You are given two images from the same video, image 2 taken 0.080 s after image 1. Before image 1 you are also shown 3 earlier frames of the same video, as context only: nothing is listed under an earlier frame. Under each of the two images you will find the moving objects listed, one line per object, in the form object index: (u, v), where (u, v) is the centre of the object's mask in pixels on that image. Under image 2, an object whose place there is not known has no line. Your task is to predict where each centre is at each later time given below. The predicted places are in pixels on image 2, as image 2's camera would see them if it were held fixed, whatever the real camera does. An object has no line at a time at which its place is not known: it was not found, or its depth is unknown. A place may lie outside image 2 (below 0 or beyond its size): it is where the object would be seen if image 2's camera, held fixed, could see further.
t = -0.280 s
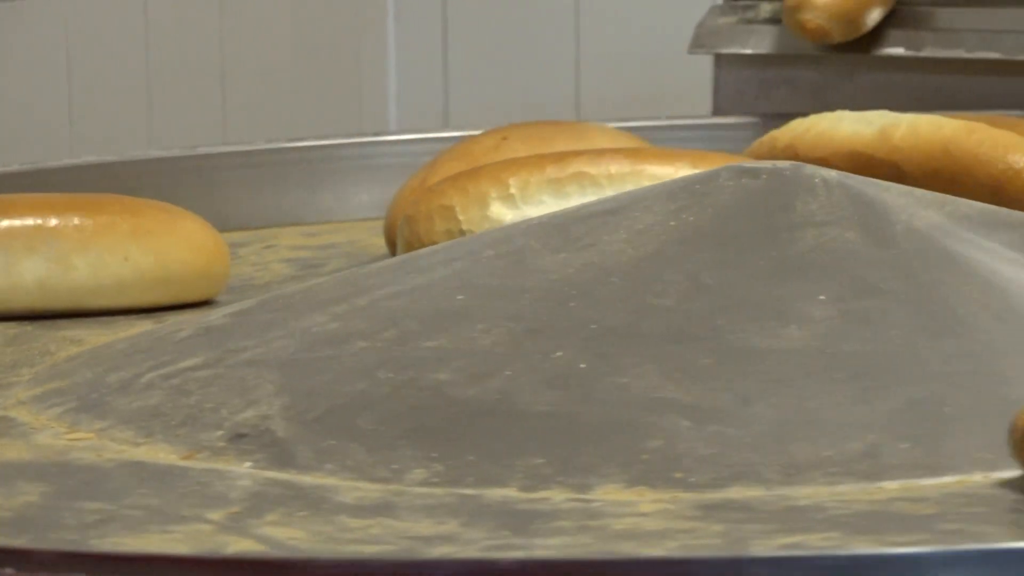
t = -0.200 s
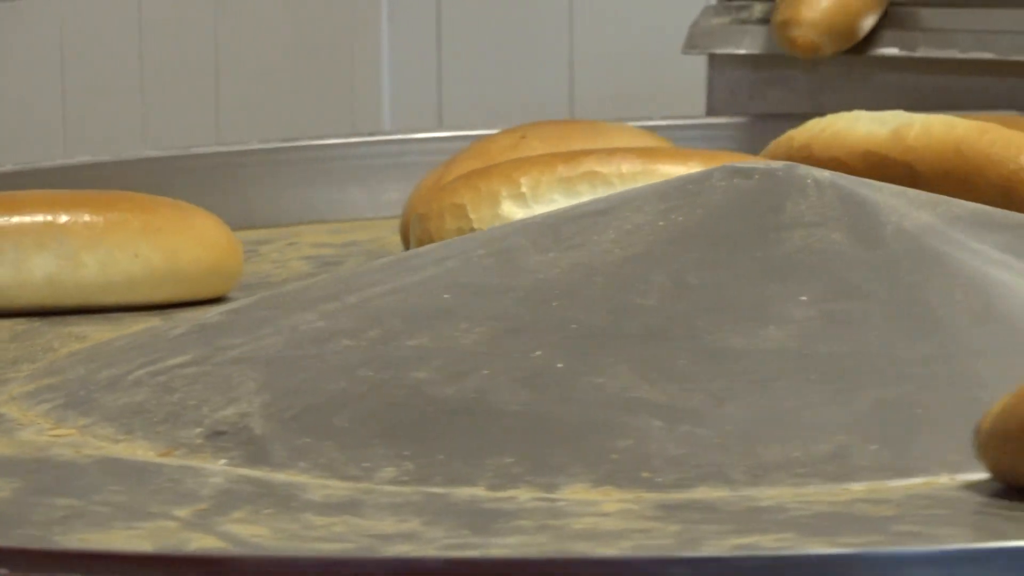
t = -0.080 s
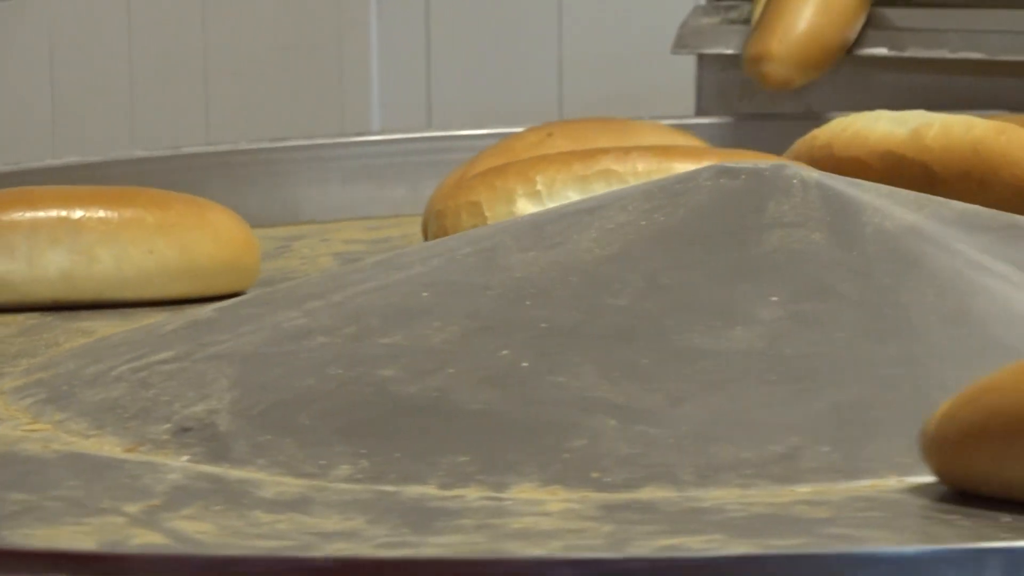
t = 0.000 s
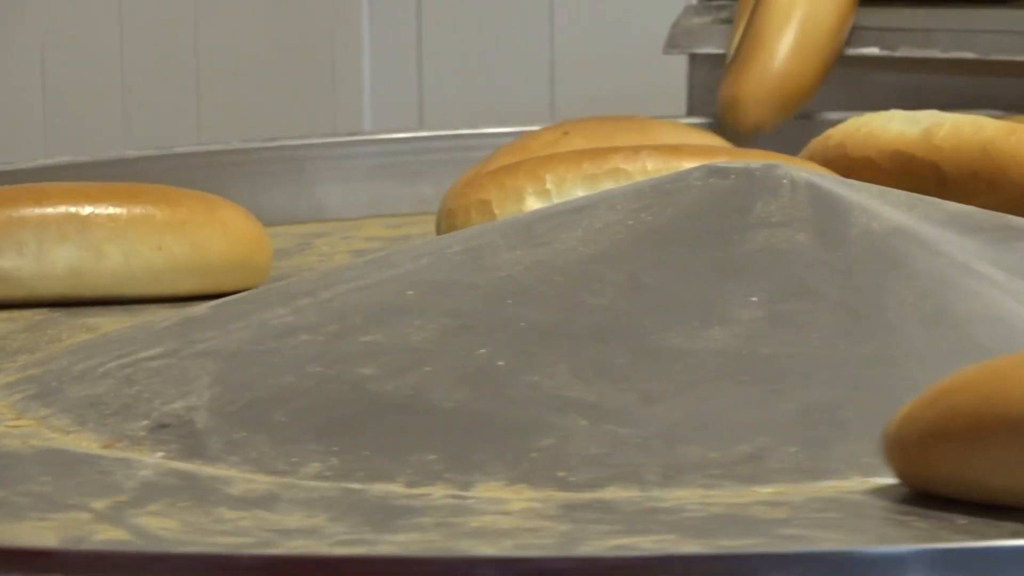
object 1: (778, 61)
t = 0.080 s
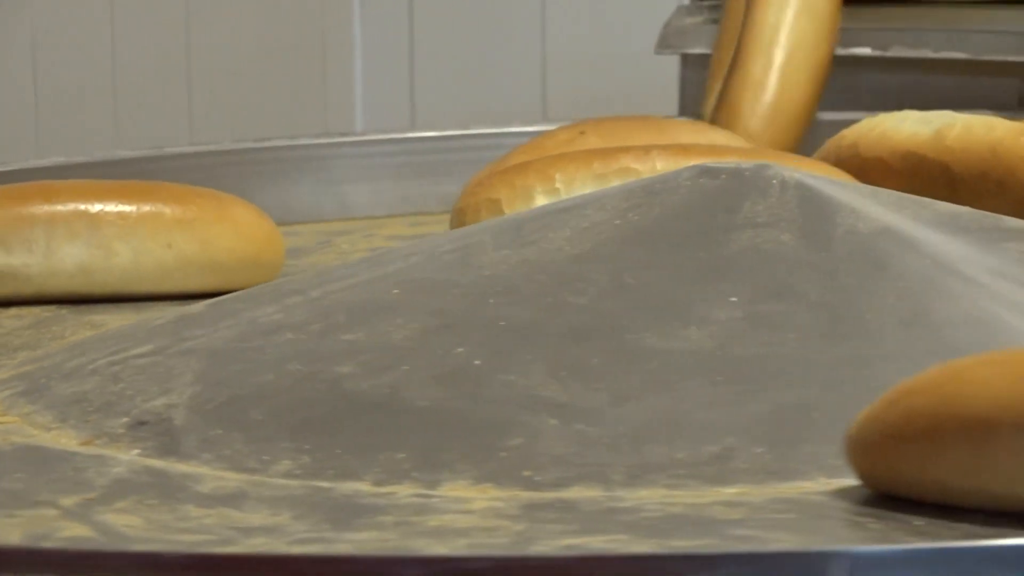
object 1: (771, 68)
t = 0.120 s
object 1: (764, 67)
